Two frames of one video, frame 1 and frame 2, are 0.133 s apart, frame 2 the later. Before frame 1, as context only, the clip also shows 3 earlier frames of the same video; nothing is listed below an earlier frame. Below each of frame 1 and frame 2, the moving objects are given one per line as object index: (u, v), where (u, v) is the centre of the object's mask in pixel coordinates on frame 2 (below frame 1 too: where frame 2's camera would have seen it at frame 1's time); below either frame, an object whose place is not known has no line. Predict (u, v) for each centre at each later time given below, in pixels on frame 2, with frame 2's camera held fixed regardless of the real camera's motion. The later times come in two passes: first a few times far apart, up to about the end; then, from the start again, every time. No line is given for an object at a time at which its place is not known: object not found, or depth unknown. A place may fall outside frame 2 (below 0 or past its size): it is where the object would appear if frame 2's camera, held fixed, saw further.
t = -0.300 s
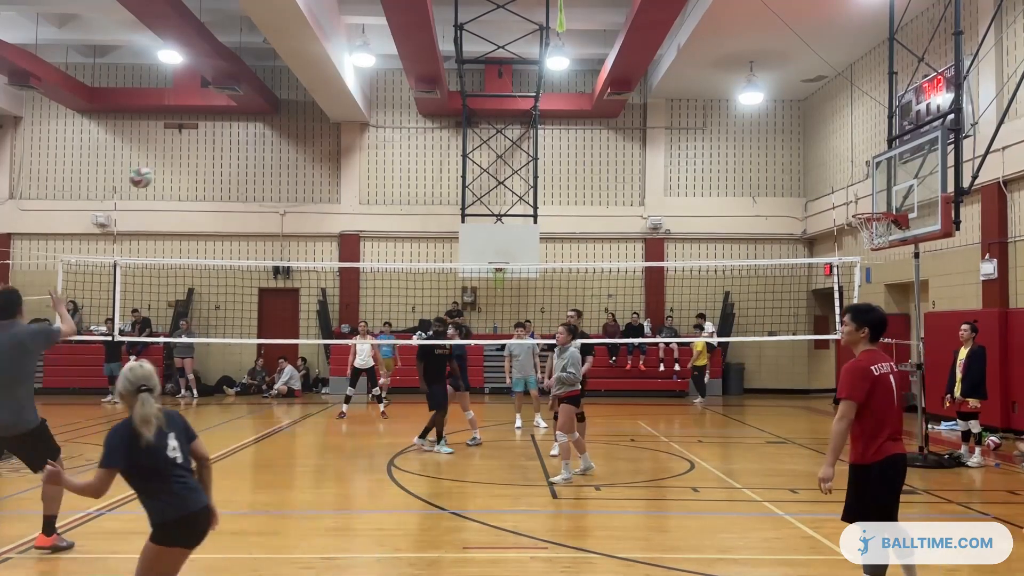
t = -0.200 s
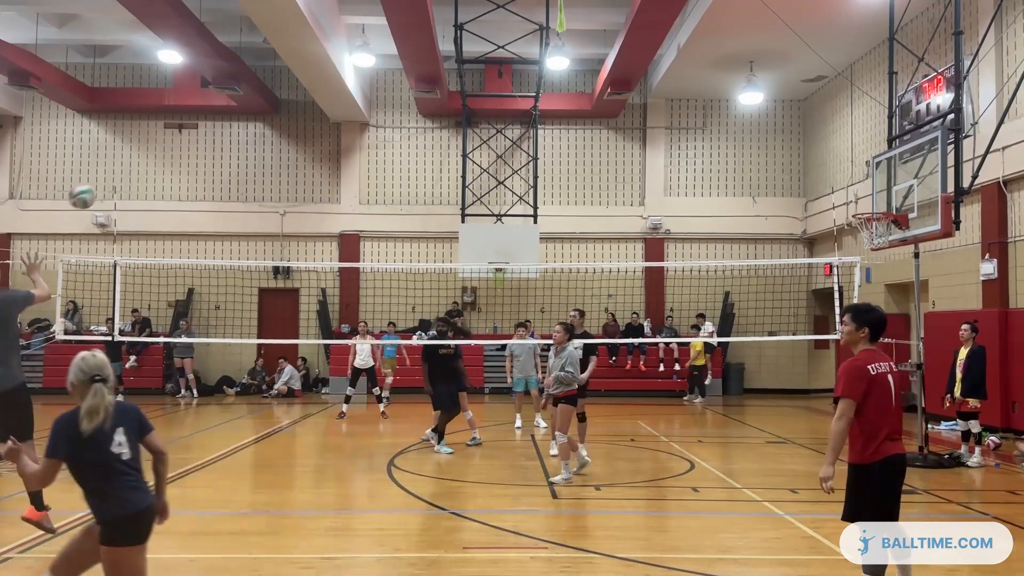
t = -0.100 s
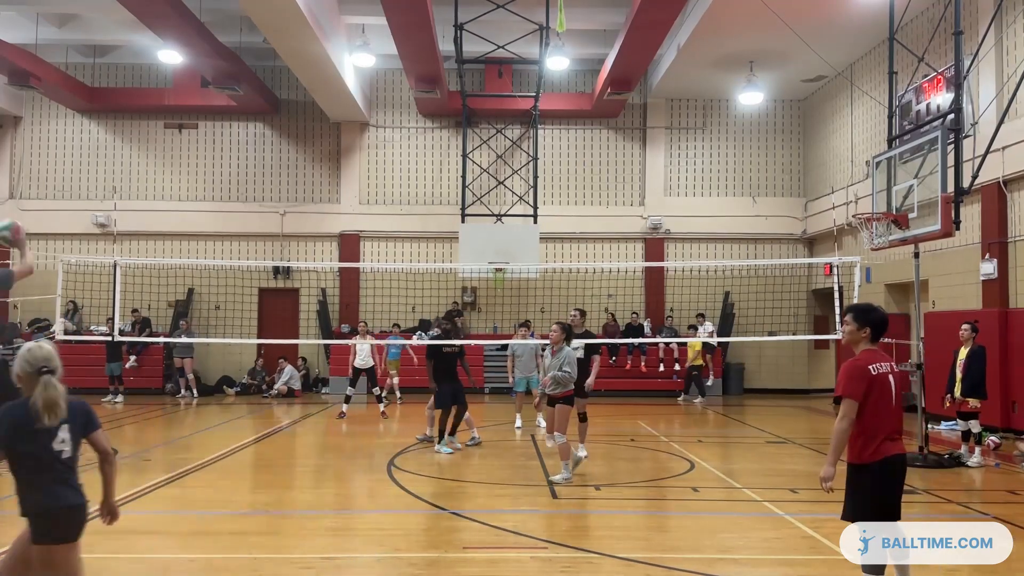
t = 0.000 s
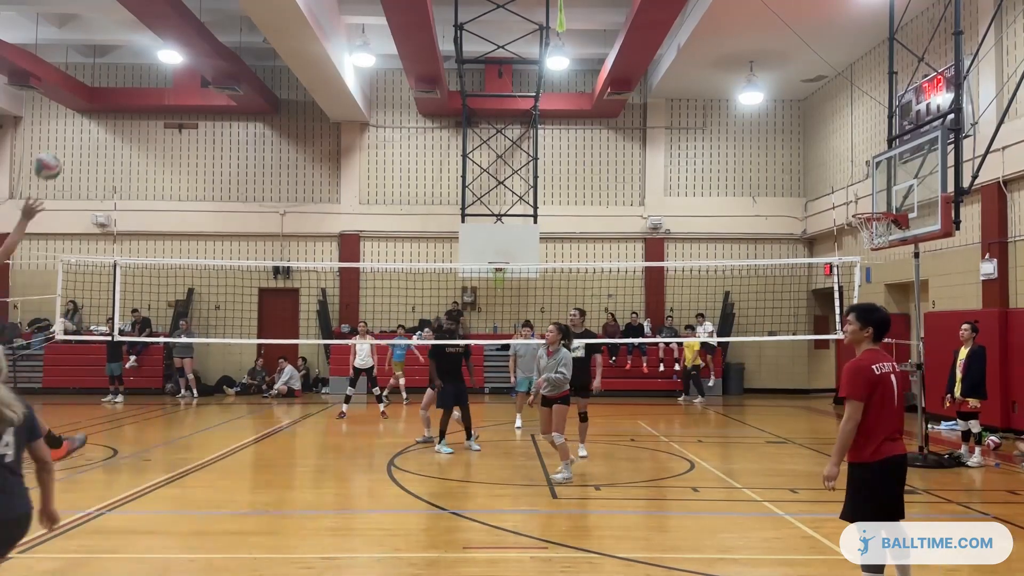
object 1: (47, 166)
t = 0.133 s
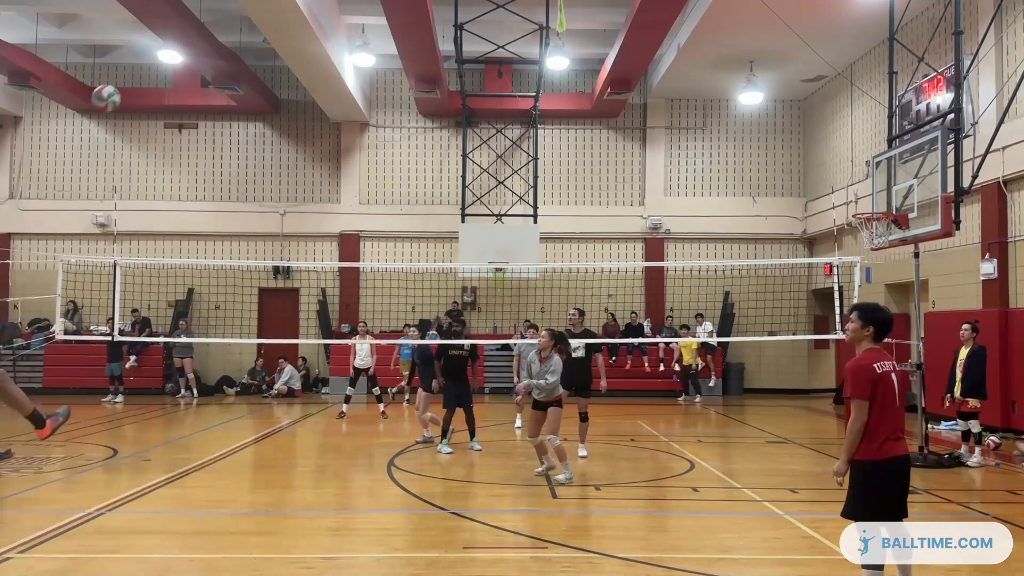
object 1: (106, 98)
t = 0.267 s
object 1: (156, 58)
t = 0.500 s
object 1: (231, 41)
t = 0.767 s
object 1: (299, 87)
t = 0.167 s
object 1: (119, 85)
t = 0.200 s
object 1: (133, 75)
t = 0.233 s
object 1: (144, 66)
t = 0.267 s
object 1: (156, 58)
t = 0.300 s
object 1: (168, 51)
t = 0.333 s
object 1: (179, 46)
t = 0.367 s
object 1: (191, 43)
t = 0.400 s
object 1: (201, 40)
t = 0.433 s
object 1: (210, 39)
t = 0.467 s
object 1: (221, 40)
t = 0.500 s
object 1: (231, 41)
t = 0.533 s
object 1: (240, 43)
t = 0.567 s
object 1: (248, 46)
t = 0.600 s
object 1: (258, 50)
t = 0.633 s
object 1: (266, 56)
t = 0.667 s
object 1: (276, 62)
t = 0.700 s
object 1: (283, 70)
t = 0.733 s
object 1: (291, 77)
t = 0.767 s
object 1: (299, 87)
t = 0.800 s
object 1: (307, 97)
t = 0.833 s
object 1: (315, 108)
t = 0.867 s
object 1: (322, 120)
